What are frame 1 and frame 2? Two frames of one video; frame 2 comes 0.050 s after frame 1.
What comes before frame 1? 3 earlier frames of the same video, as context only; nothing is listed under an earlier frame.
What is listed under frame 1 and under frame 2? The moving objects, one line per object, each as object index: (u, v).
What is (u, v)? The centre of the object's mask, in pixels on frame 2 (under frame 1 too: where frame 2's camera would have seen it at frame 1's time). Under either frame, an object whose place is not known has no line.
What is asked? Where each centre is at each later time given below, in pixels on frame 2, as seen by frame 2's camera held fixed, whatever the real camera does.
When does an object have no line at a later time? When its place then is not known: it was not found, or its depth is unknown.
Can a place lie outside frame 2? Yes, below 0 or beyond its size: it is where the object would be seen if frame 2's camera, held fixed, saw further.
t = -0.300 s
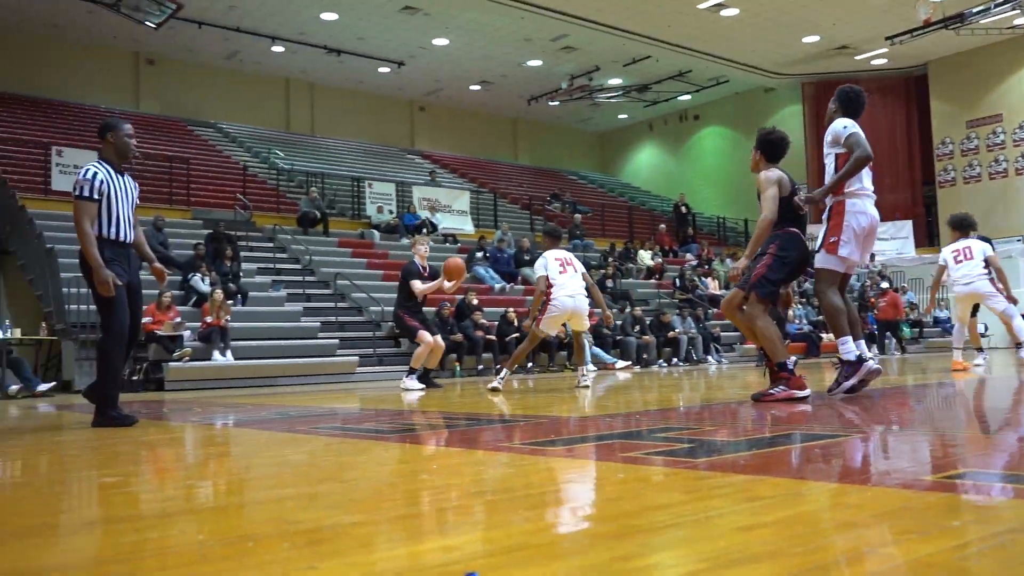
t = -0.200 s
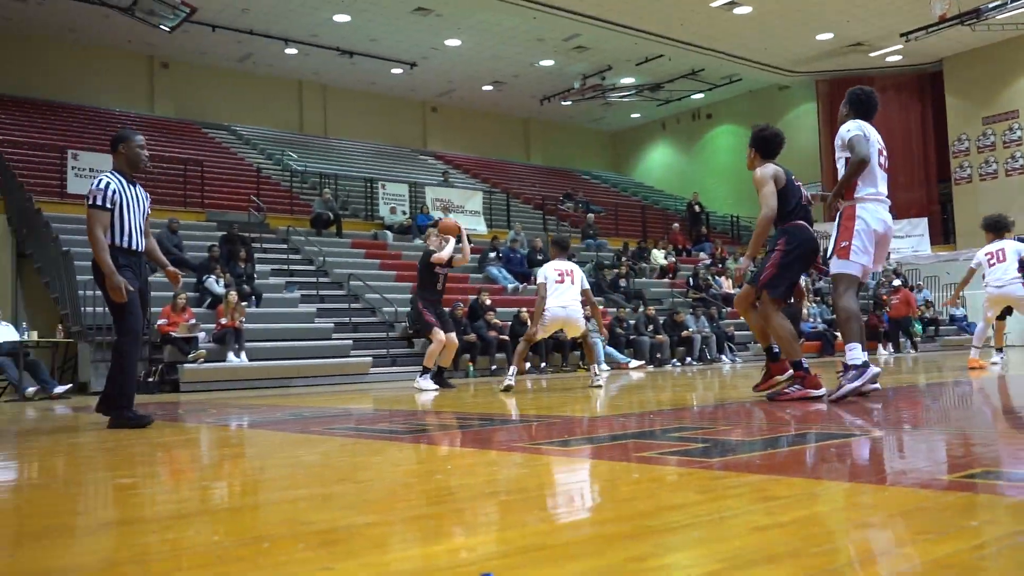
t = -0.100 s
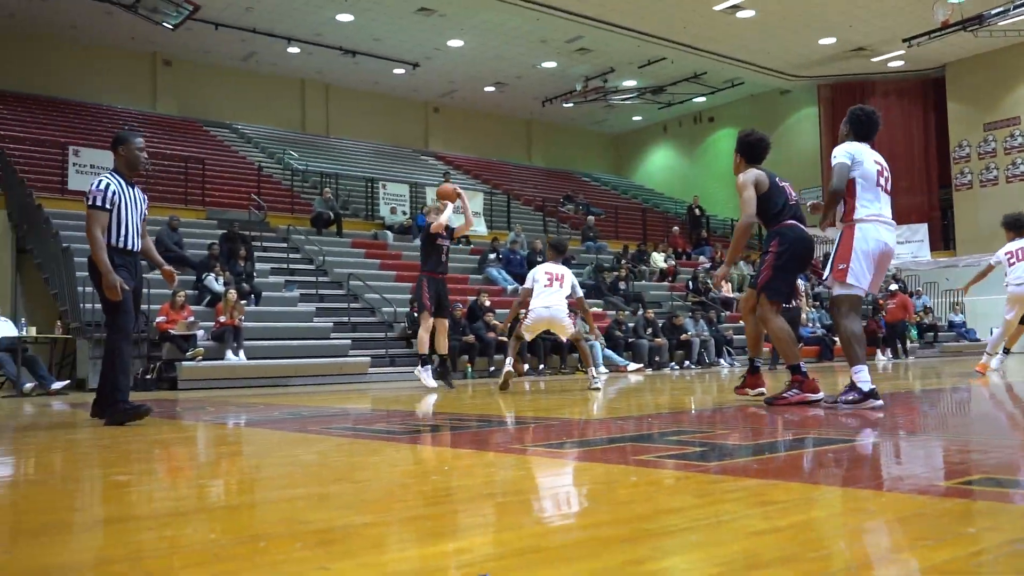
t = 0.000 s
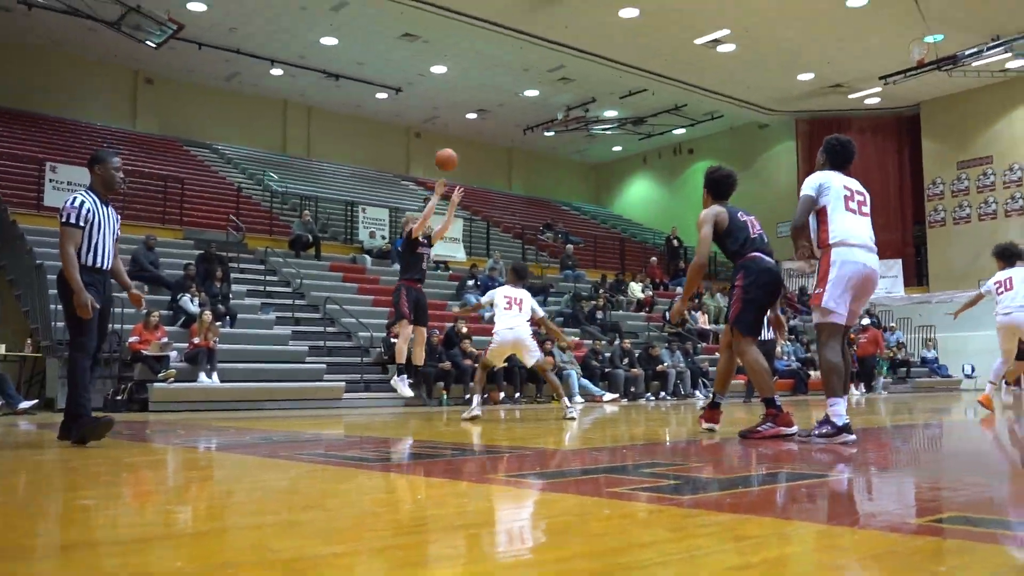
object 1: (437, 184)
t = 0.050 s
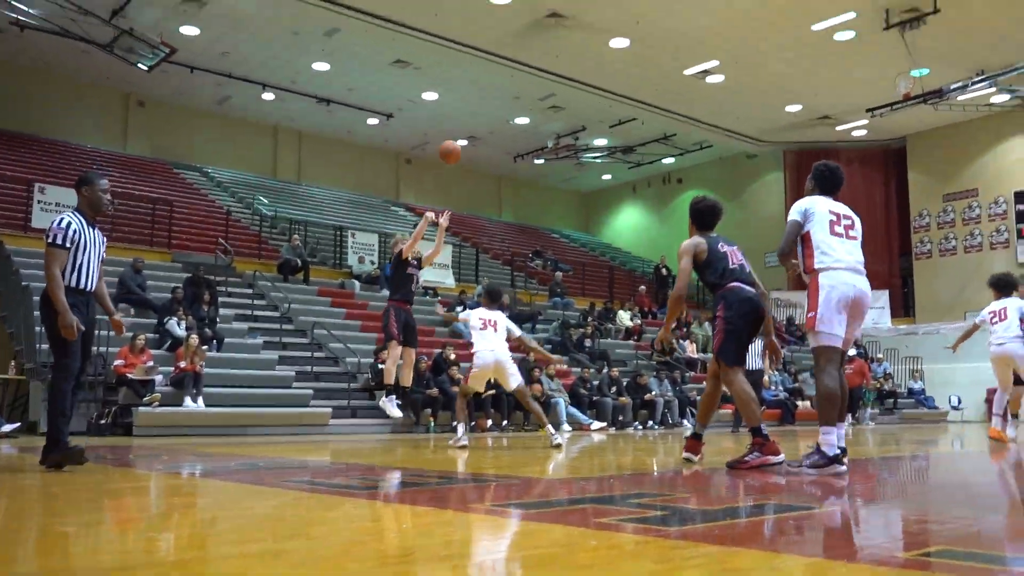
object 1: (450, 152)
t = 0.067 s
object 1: (455, 141)
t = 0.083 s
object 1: (459, 130)
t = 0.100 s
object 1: (464, 120)
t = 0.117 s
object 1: (469, 110)
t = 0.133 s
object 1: (473, 101)
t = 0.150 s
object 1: (478, 92)
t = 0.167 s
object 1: (483, 82)
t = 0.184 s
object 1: (488, 73)
